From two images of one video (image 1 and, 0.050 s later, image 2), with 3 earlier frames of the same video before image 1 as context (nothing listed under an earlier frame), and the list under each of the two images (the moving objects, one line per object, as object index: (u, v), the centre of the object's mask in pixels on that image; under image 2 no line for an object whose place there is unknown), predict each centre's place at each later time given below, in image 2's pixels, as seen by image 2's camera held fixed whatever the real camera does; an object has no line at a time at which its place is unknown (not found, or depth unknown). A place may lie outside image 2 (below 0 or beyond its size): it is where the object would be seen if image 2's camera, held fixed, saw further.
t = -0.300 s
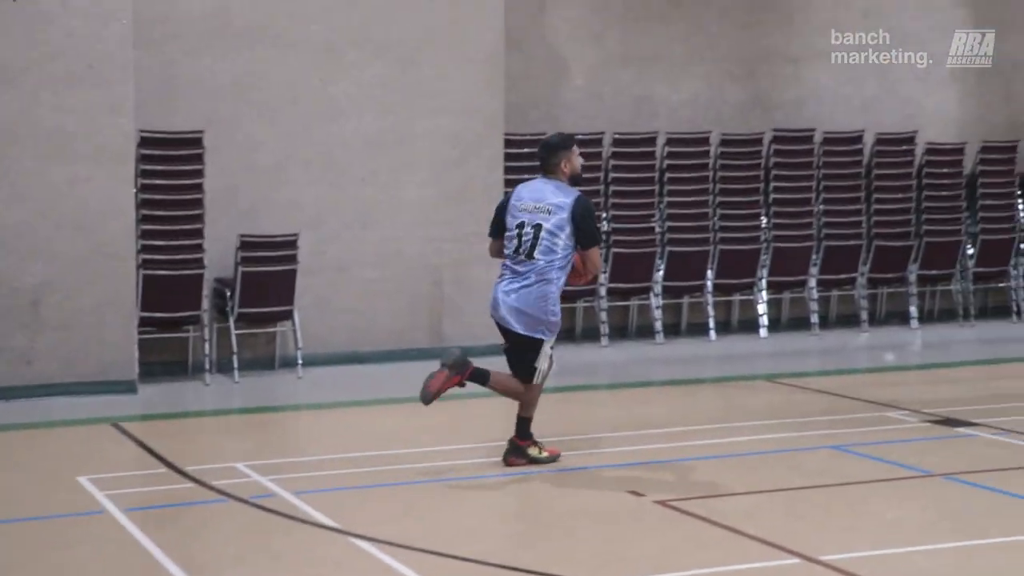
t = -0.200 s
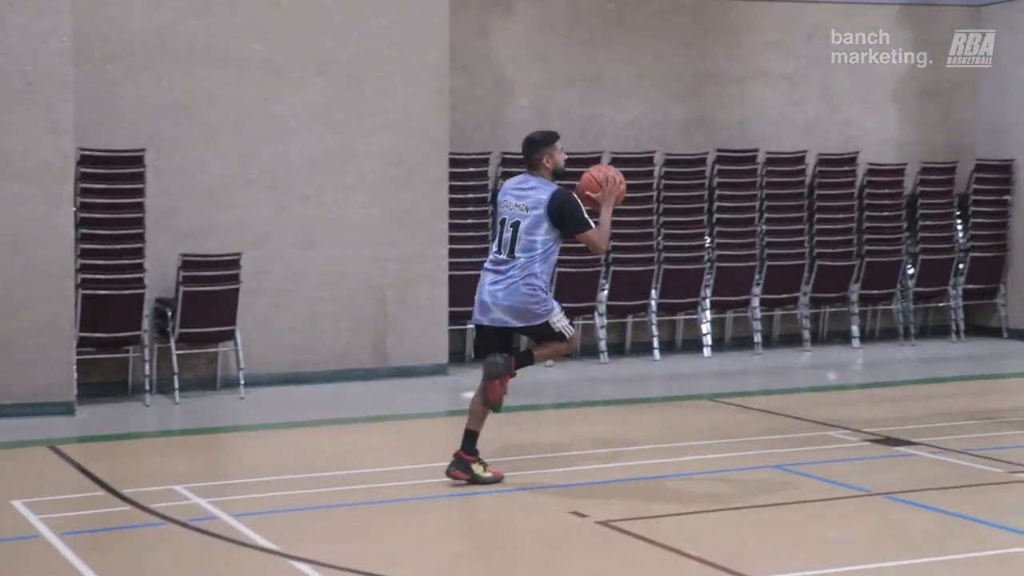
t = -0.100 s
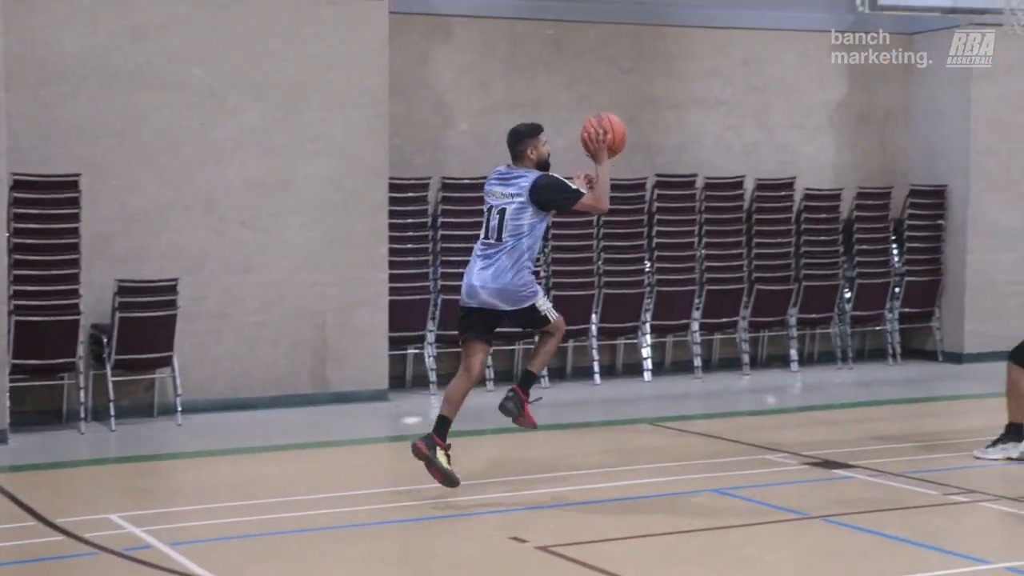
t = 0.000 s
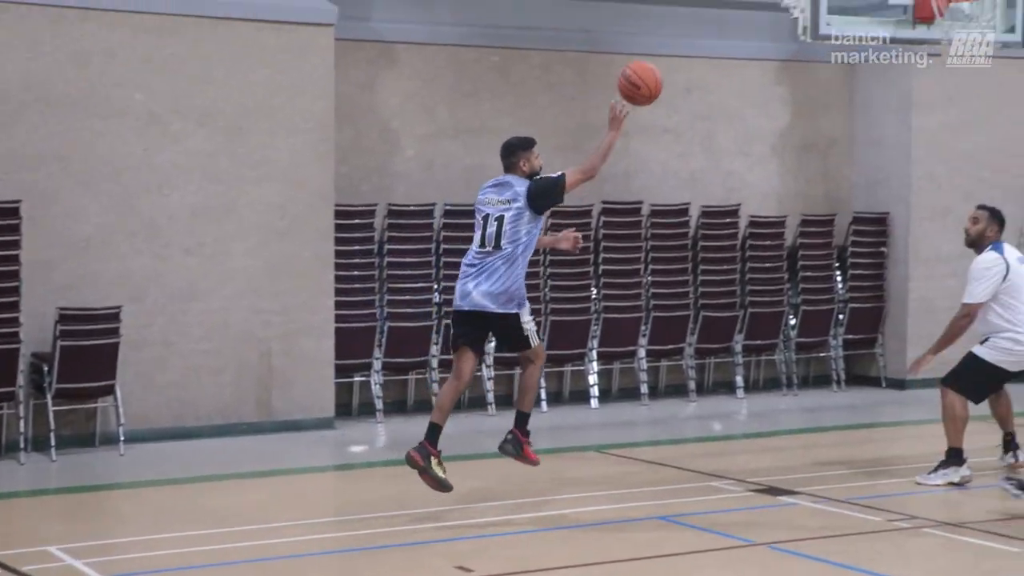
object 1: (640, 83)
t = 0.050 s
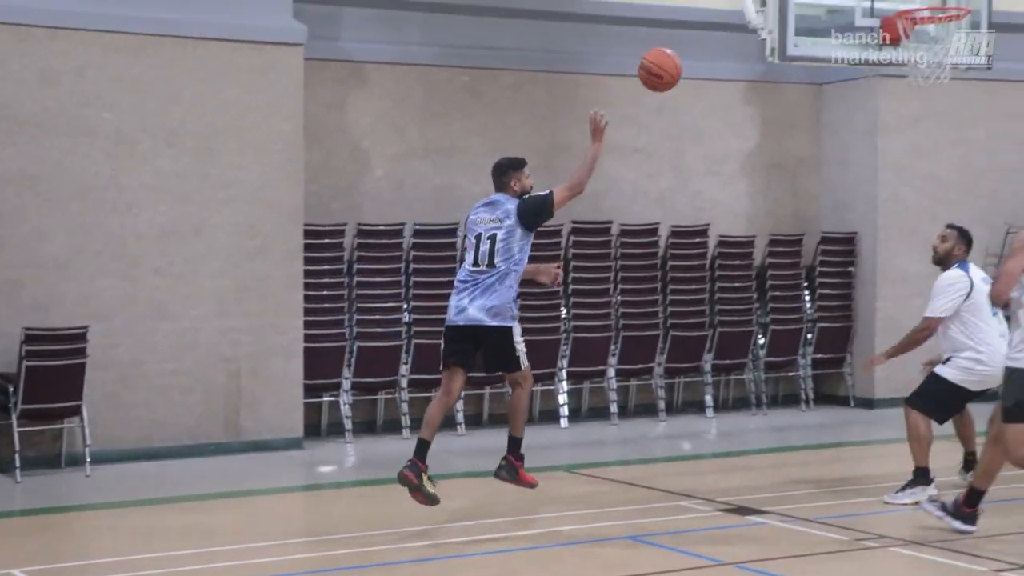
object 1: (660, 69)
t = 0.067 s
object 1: (676, 58)
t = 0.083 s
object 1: (692, 49)
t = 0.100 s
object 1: (708, 40)
